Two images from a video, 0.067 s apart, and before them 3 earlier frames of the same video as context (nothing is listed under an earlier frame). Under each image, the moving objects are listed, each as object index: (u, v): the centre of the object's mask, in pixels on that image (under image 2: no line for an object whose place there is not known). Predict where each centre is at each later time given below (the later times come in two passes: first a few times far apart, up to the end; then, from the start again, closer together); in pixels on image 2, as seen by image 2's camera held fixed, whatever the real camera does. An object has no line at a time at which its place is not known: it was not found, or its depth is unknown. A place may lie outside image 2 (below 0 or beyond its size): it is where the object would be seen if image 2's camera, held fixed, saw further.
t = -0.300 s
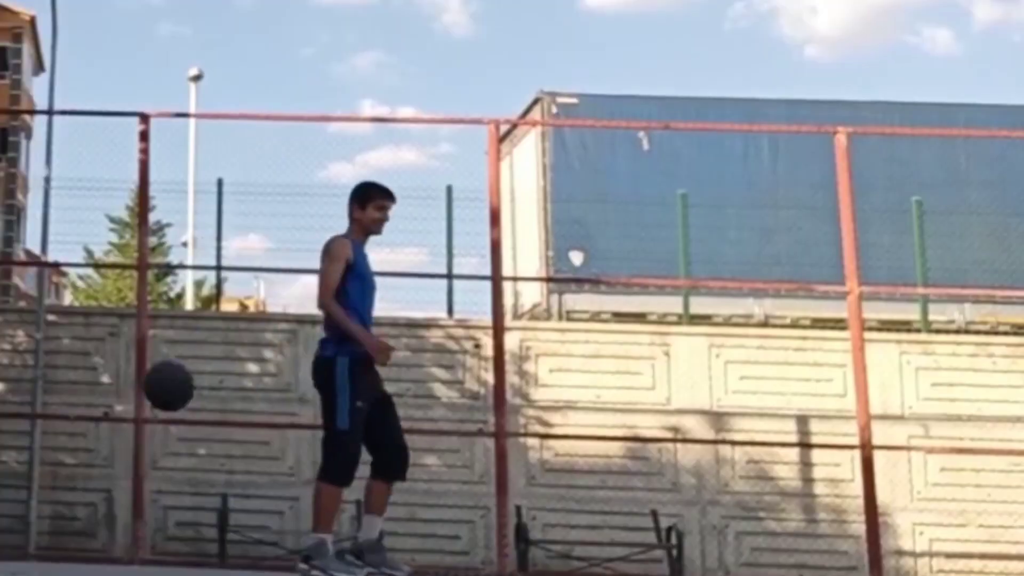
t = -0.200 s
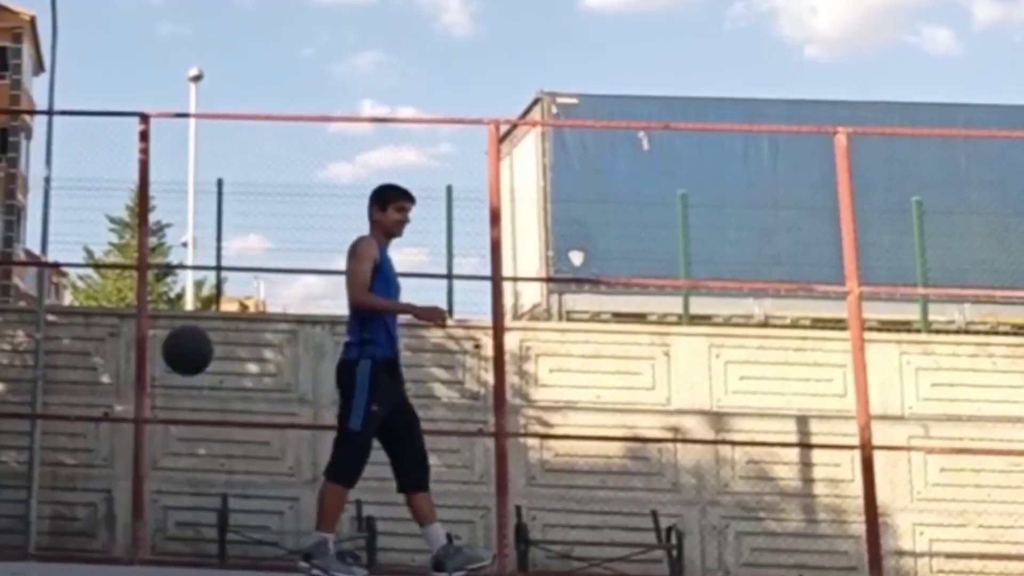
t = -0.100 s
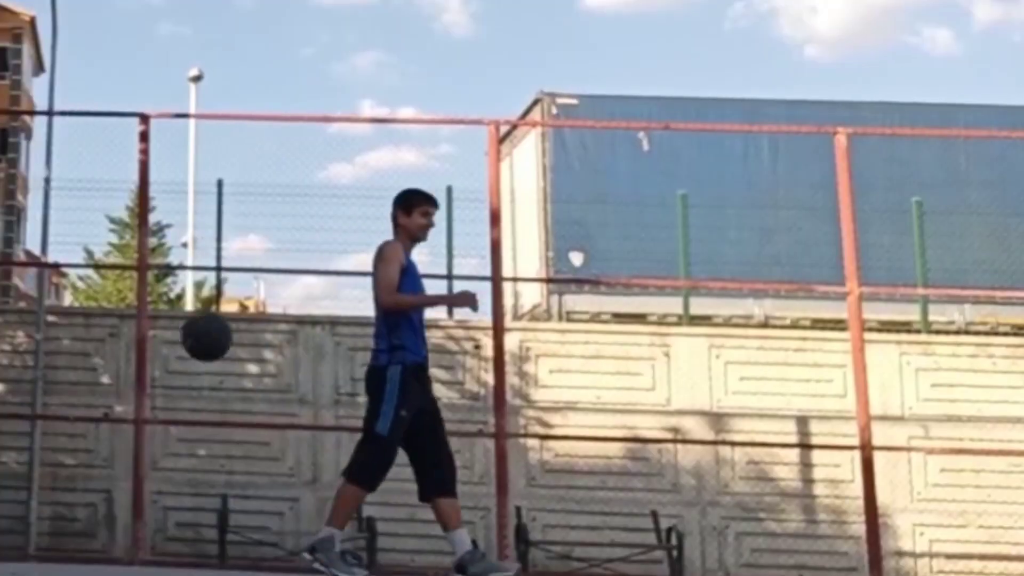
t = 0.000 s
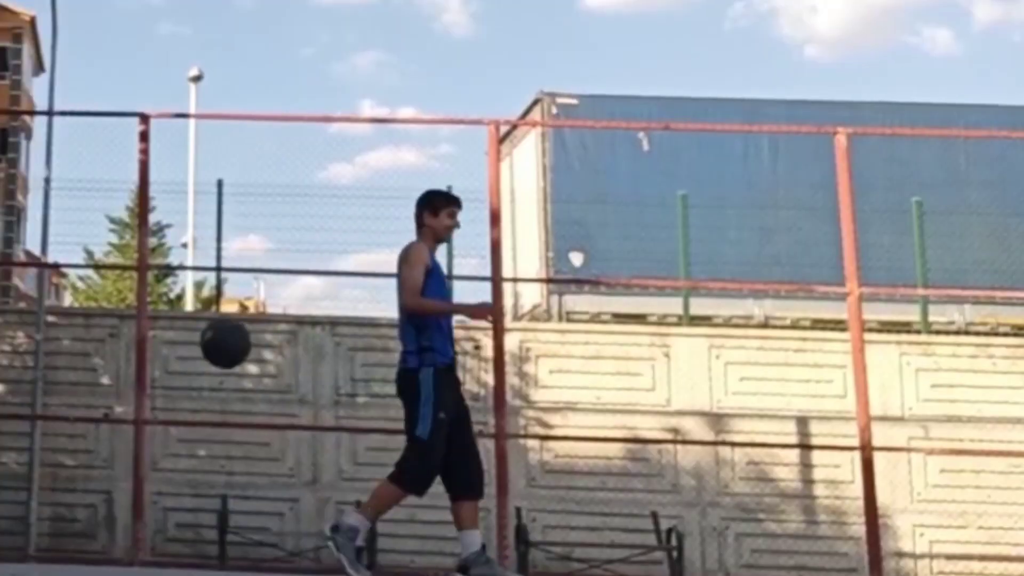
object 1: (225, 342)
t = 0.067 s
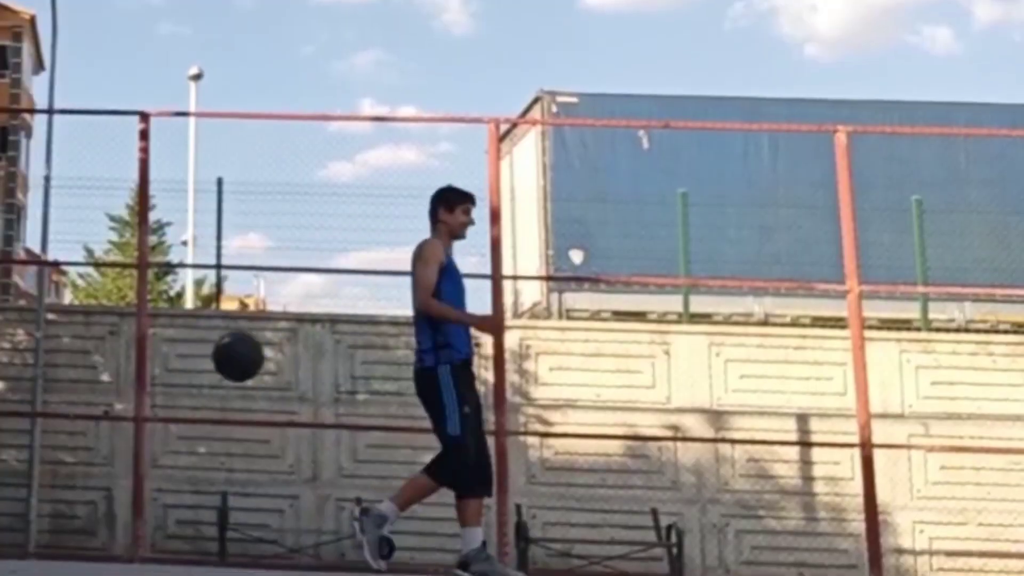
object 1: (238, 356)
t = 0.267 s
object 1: (275, 463)
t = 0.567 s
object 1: (329, 450)
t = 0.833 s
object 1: (375, 442)
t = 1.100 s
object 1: (424, 537)
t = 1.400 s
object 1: (471, 481)
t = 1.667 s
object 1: (515, 536)
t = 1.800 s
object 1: (533, 507)
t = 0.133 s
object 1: (251, 382)
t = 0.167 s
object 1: (257, 398)
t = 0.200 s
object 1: (263, 418)
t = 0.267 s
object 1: (275, 463)
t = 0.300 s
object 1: (281, 490)
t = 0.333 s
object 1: (287, 520)
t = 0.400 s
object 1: (299, 534)
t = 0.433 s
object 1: (305, 513)
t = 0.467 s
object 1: (311, 494)
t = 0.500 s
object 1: (317, 476)
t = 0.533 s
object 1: (323, 463)
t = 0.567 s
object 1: (329, 450)
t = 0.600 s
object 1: (334, 441)
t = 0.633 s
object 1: (340, 434)
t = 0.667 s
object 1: (346, 430)
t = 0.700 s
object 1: (352, 427)
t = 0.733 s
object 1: (358, 427)
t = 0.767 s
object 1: (363, 429)
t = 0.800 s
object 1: (369, 435)
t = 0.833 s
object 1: (375, 442)
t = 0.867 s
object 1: (382, 452)
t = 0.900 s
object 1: (388, 464)
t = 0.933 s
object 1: (394, 479)
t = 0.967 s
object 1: (401, 496)
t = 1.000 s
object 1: (407, 516)
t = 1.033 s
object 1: (413, 539)
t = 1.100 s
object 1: (424, 537)
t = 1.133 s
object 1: (429, 521)
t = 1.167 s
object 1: (434, 507)
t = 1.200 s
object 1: (440, 496)
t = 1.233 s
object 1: (445, 488)
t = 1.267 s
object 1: (450, 481)
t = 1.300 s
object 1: (455, 478)
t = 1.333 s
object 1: (461, 476)
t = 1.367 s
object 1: (466, 477)
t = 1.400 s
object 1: (471, 481)
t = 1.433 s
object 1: (476, 487)
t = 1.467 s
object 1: (482, 496)
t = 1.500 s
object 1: (488, 506)
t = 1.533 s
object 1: (491, 519)
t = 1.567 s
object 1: (497, 536)
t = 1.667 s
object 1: (515, 536)
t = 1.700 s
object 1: (519, 525)
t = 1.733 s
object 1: (524, 517)
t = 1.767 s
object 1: (529, 511)
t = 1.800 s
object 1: (533, 507)
